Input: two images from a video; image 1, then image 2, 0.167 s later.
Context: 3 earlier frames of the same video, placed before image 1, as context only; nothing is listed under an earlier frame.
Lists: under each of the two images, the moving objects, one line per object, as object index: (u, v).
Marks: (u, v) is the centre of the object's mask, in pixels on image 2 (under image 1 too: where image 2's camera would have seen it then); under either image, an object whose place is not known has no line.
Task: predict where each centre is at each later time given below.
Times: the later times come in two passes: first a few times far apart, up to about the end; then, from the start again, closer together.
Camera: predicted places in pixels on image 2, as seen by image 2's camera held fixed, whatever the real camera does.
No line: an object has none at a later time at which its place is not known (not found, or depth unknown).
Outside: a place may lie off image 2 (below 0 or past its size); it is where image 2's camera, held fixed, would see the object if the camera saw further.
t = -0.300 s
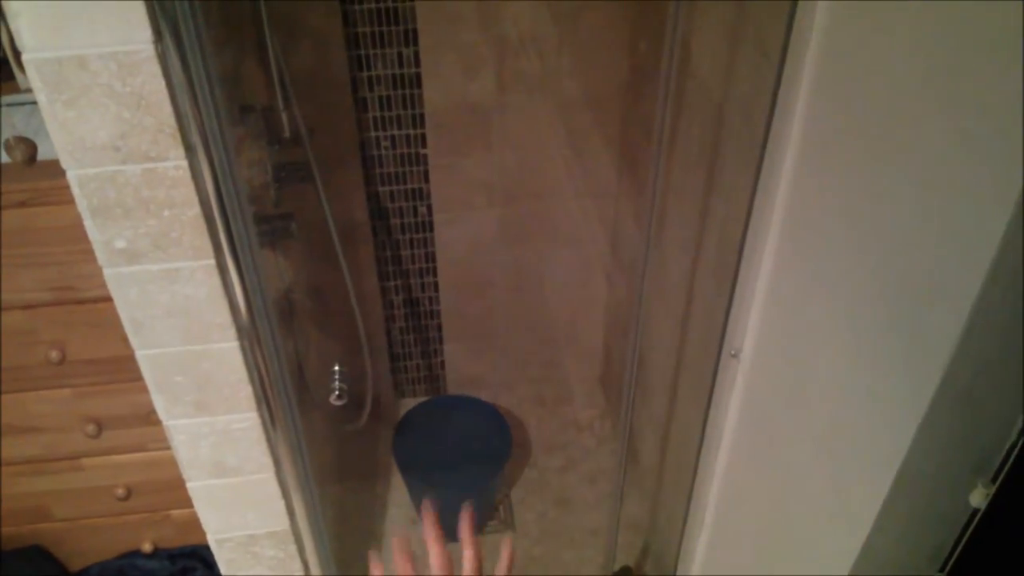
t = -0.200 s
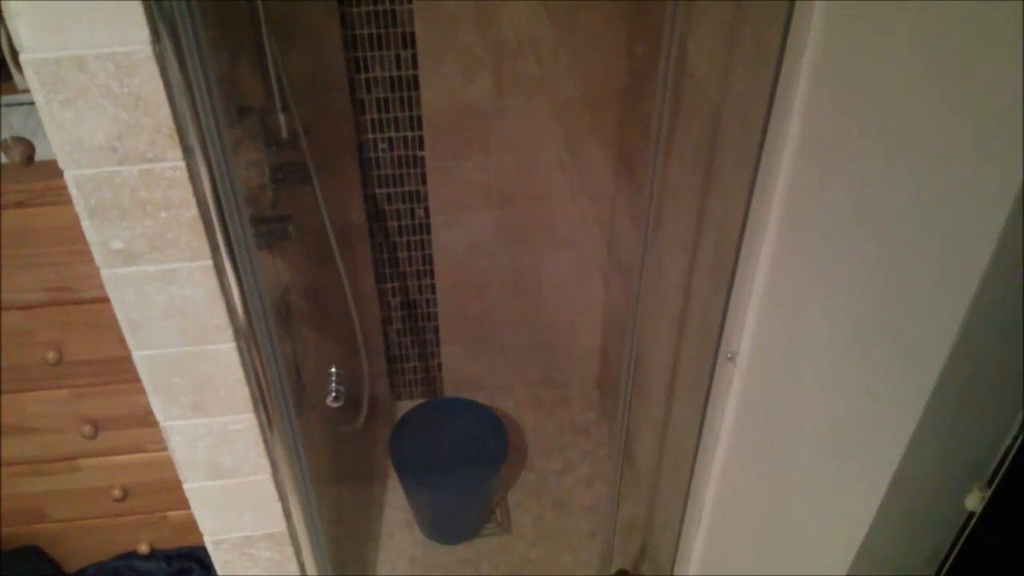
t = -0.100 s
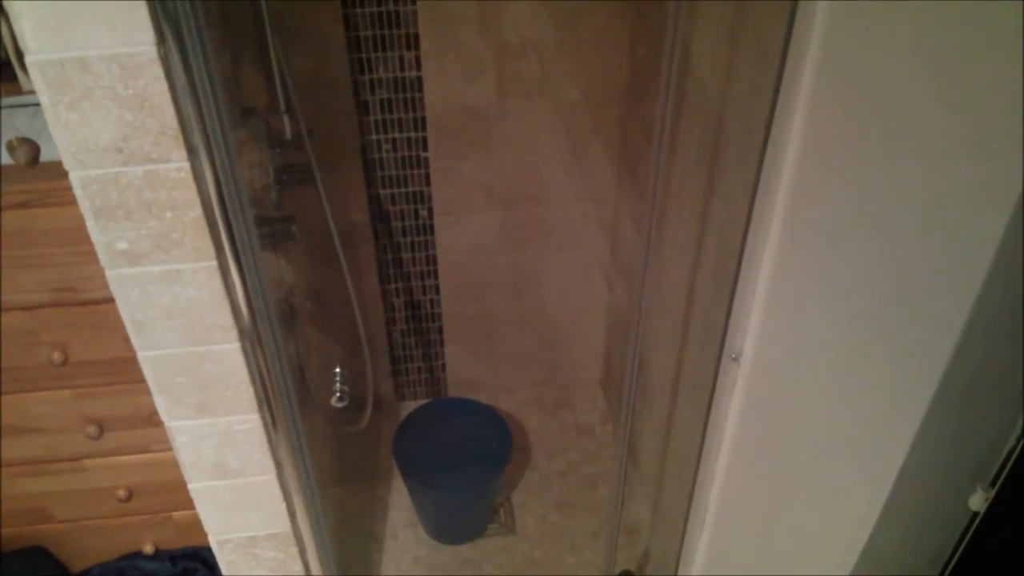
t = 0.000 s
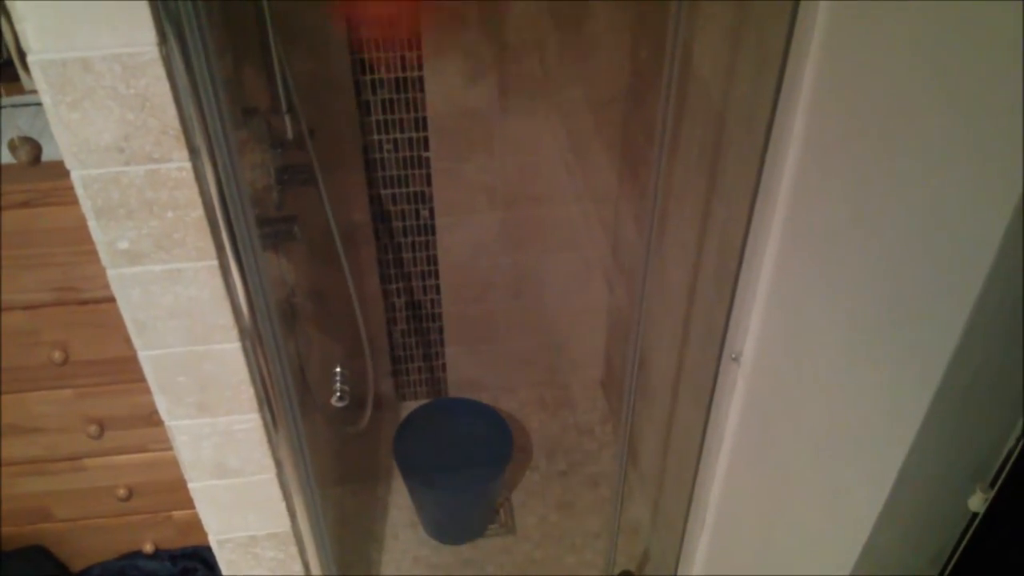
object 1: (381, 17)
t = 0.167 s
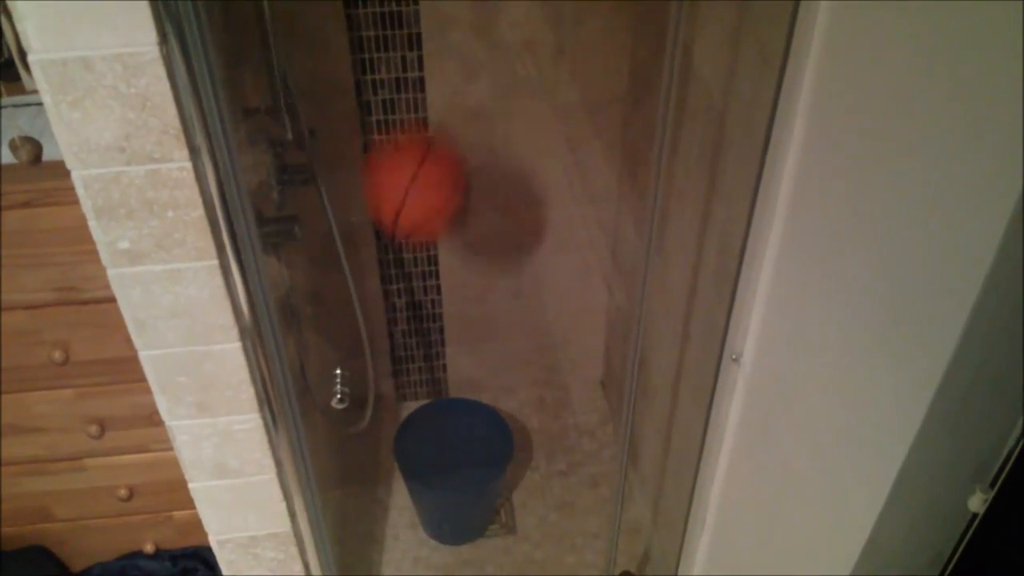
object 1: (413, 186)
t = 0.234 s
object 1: (421, 267)
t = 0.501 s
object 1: (451, 432)
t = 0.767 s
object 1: (469, 426)
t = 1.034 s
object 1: (452, 475)
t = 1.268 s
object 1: (424, 485)
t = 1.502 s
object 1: (437, 472)
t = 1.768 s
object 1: (457, 485)
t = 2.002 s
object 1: (451, 473)
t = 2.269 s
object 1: (457, 477)
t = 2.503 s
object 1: (450, 480)
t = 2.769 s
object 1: (447, 478)
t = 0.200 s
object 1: (418, 226)
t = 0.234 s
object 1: (421, 267)
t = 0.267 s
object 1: (425, 306)
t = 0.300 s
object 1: (429, 346)
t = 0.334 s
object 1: (433, 379)
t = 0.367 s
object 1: (437, 416)
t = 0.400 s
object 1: (442, 444)
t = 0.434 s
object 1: (449, 451)
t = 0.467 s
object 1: (449, 441)
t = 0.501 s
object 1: (451, 432)
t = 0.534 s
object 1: (452, 425)
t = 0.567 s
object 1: (450, 418)
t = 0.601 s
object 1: (452, 414)
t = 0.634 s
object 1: (455, 411)
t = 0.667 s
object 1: (459, 409)
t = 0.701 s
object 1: (464, 411)
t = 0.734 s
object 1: (467, 417)
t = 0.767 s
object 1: (469, 426)
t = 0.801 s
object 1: (470, 432)
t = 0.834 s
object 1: (471, 437)
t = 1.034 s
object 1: (452, 475)
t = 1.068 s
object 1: (448, 481)
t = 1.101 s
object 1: (445, 487)
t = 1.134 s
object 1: (440, 489)
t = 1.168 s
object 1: (436, 489)
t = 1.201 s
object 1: (432, 488)
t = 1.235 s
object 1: (428, 487)
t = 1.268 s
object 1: (424, 485)
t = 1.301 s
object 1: (423, 483)
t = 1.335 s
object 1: (422, 482)
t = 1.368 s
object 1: (422, 479)
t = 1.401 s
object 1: (424, 477)
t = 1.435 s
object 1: (427, 474)
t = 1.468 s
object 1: (430, 472)
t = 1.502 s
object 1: (437, 472)
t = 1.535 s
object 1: (444, 472)
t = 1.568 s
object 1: (449, 473)
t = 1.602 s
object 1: (454, 477)
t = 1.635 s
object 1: (458, 480)
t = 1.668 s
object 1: (460, 483)
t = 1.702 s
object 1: (462, 484)
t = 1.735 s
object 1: (460, 486)
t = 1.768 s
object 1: (457, 485)
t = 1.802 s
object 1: (455, 483)
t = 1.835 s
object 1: (453, 479)
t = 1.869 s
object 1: (451, 476)
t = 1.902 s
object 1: (449, 475)
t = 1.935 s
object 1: (449, 475)
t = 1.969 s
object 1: (449, 474)
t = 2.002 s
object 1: (451, 473)
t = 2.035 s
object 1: (453, 473)
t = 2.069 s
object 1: (454, 474)
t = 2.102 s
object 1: (456, 474)
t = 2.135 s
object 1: (456, 474)
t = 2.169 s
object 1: (457, 475)
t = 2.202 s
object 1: (457, 476)
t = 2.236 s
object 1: (458, 476)
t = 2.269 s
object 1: (457, 477)
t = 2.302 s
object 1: (456, 478)
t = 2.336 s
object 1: (455, 478)
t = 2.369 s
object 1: (453, 479)
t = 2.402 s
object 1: (452, 479)
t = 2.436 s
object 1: (451, 480)
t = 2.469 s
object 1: (450, 480)
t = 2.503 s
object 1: (450, 480)
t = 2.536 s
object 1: (448, 479)
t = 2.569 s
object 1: (448, 479)
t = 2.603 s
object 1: (447, 479)
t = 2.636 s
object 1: (446, 479)
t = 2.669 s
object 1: (446, 480)
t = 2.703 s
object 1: (447, 479)
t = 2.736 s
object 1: (447, 478)
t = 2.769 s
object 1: (447, 478)
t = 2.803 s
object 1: (448, 478)
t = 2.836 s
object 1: (449, 478)
